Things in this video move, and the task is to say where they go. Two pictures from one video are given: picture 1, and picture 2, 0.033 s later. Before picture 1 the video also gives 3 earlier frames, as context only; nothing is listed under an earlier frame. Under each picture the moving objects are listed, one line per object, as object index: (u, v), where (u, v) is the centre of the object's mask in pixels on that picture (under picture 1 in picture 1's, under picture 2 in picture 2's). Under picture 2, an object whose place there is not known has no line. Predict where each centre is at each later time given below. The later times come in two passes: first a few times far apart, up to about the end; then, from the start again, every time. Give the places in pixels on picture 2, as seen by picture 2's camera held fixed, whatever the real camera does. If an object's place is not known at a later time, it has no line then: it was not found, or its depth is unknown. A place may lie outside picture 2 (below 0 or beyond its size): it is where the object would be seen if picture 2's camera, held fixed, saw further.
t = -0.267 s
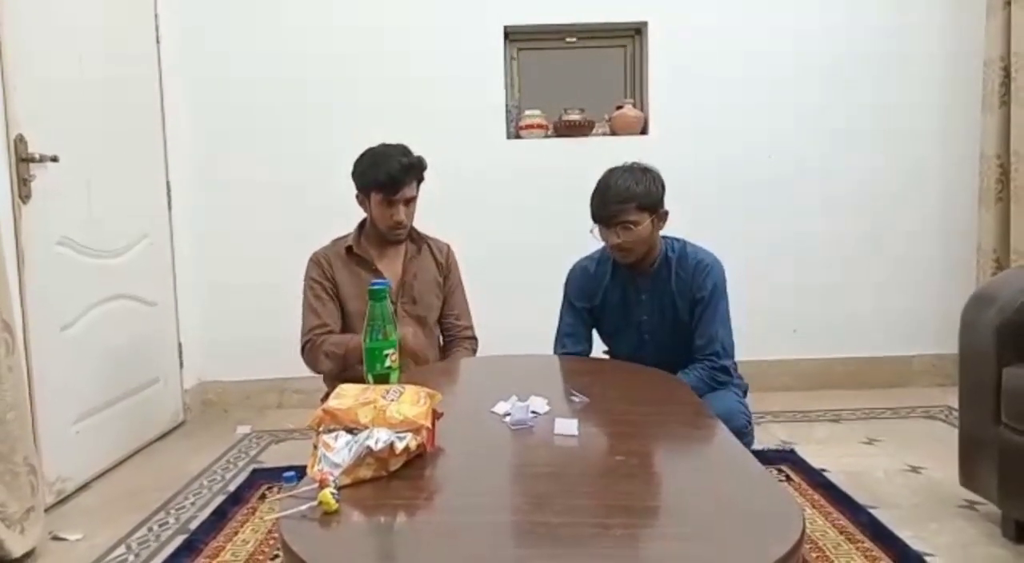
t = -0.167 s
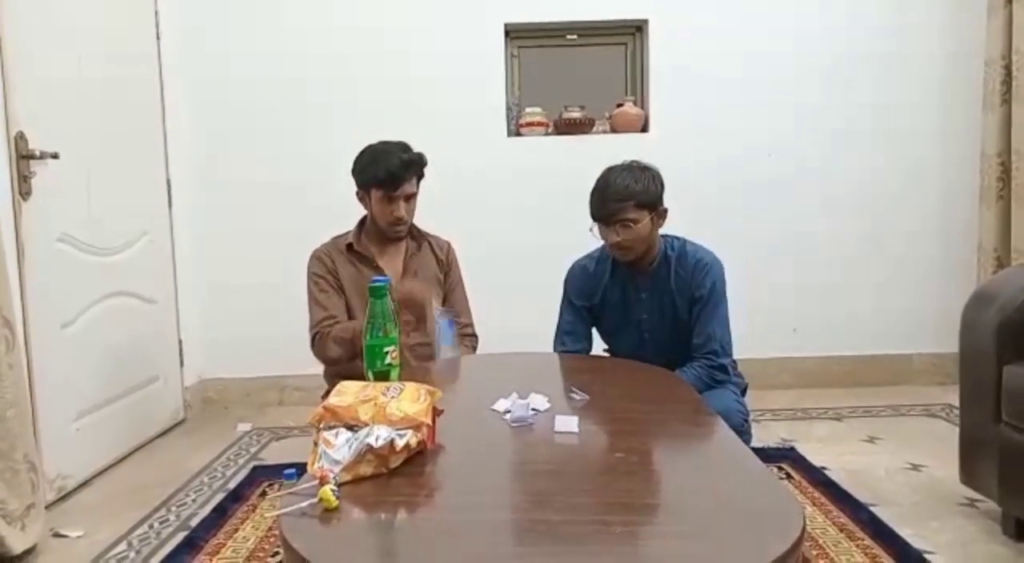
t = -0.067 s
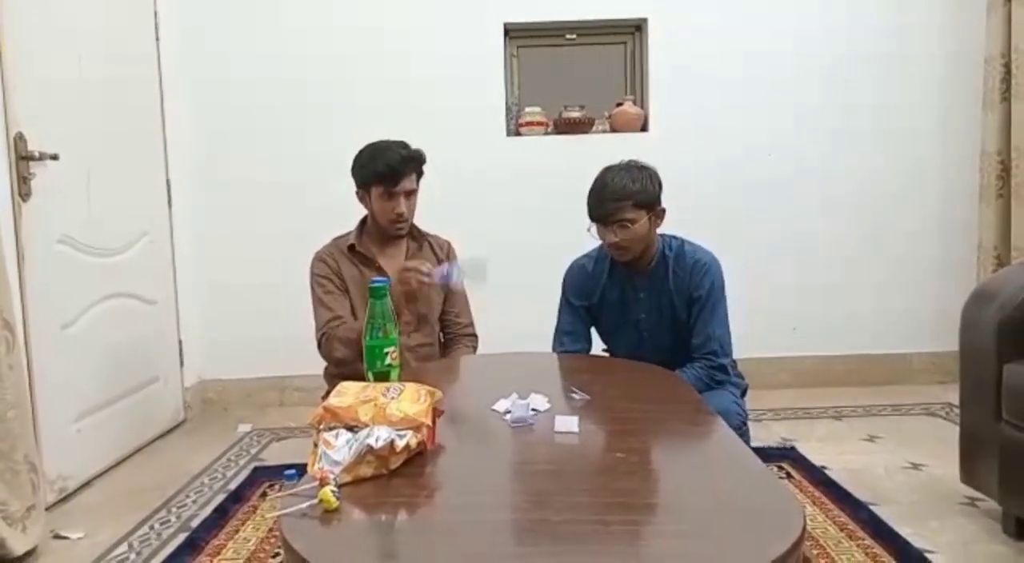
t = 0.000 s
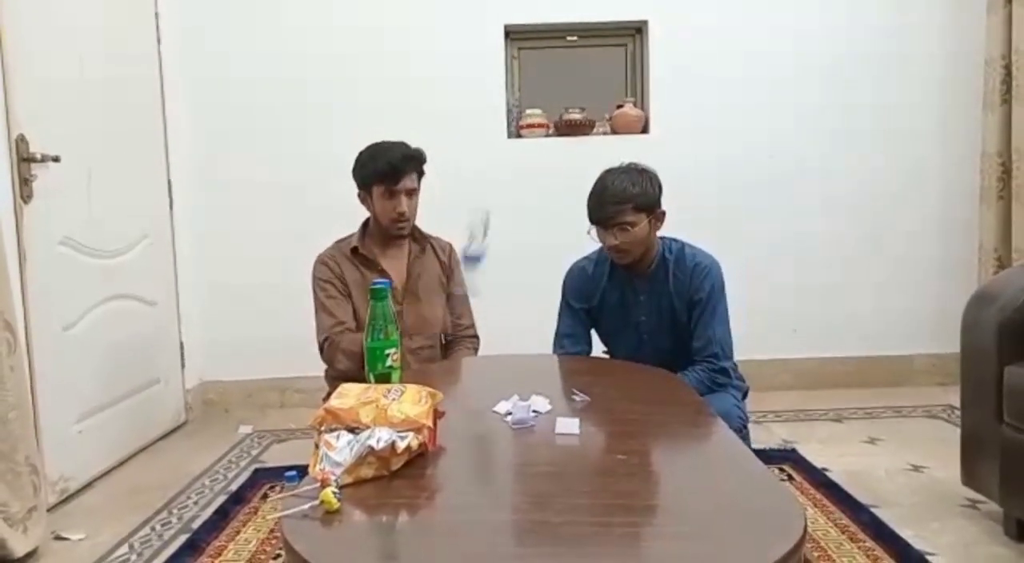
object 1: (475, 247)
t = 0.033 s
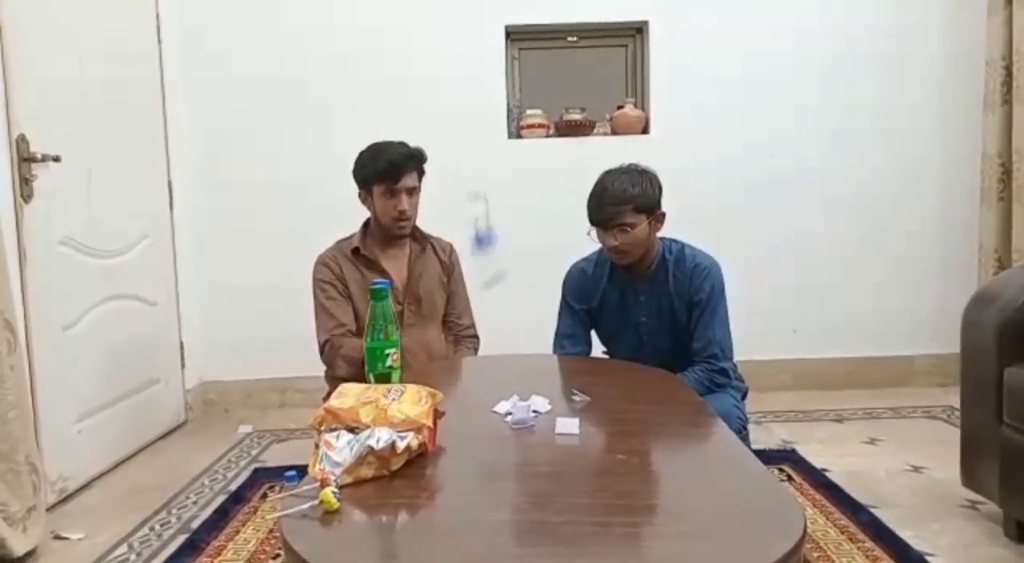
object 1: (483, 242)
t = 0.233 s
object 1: (514, 216)
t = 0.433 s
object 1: (523, 327)
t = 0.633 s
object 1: (528, 359)
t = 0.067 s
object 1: (495, 227)
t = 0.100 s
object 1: (504, 211)
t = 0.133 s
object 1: (506, 201)
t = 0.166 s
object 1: (507, 199)
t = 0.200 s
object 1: (510, 205)
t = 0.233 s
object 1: (514, 216)
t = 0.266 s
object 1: (518, 234)
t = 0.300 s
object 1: (521, 255)
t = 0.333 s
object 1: (525, 290)
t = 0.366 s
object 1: (528, 318)
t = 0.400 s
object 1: (526, 322)
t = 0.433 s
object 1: (523, 327)
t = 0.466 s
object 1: (523, 336)
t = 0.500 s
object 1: (525, 350)
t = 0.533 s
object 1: (529, 357)
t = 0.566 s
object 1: (529, 358)
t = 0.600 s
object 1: (529, 359)
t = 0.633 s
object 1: (528, 359)
